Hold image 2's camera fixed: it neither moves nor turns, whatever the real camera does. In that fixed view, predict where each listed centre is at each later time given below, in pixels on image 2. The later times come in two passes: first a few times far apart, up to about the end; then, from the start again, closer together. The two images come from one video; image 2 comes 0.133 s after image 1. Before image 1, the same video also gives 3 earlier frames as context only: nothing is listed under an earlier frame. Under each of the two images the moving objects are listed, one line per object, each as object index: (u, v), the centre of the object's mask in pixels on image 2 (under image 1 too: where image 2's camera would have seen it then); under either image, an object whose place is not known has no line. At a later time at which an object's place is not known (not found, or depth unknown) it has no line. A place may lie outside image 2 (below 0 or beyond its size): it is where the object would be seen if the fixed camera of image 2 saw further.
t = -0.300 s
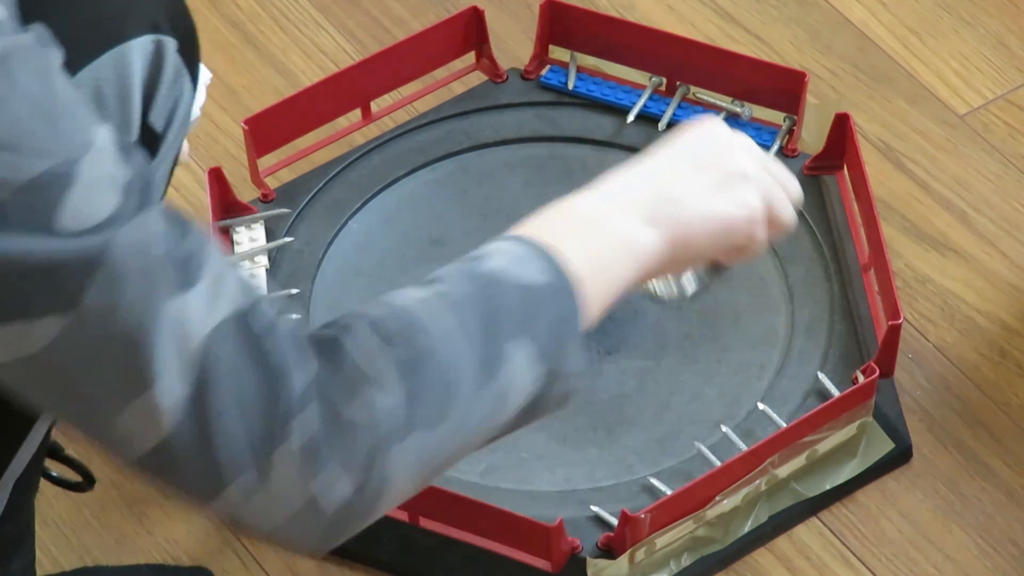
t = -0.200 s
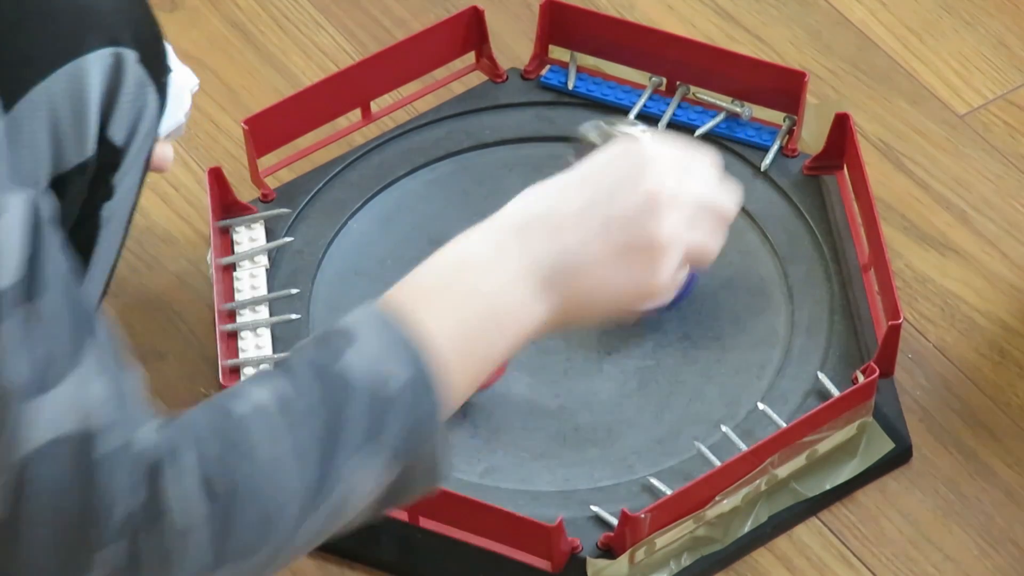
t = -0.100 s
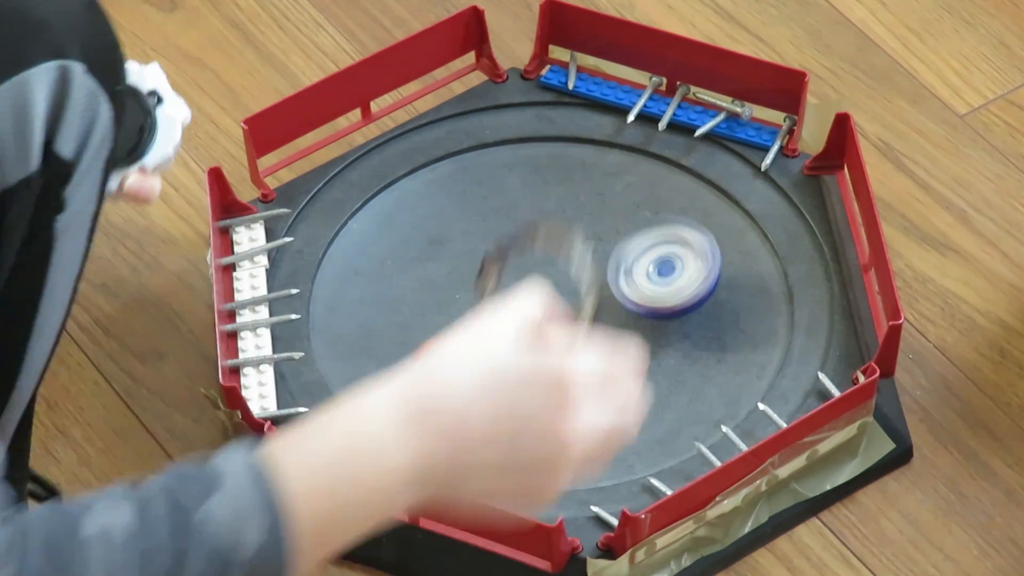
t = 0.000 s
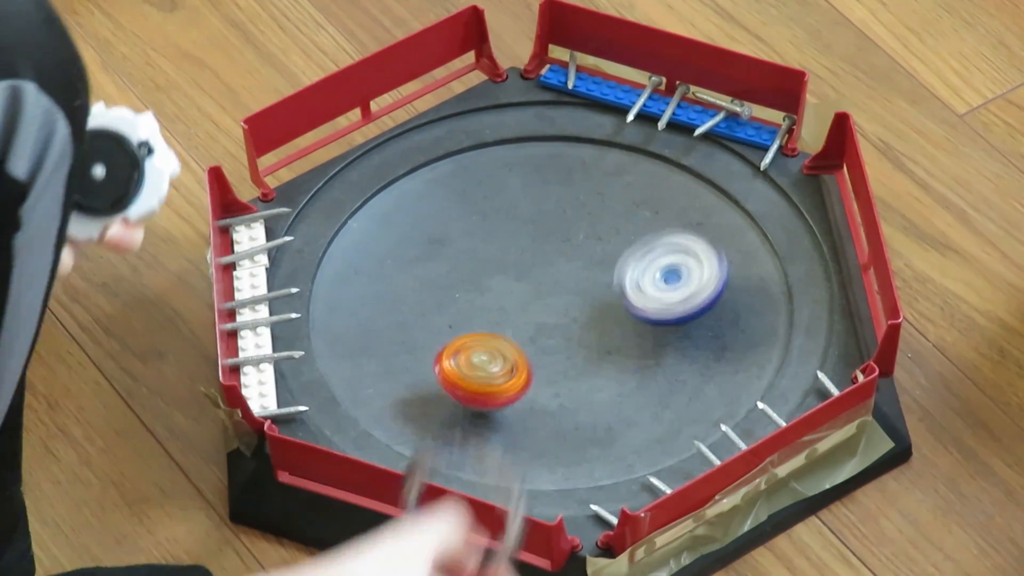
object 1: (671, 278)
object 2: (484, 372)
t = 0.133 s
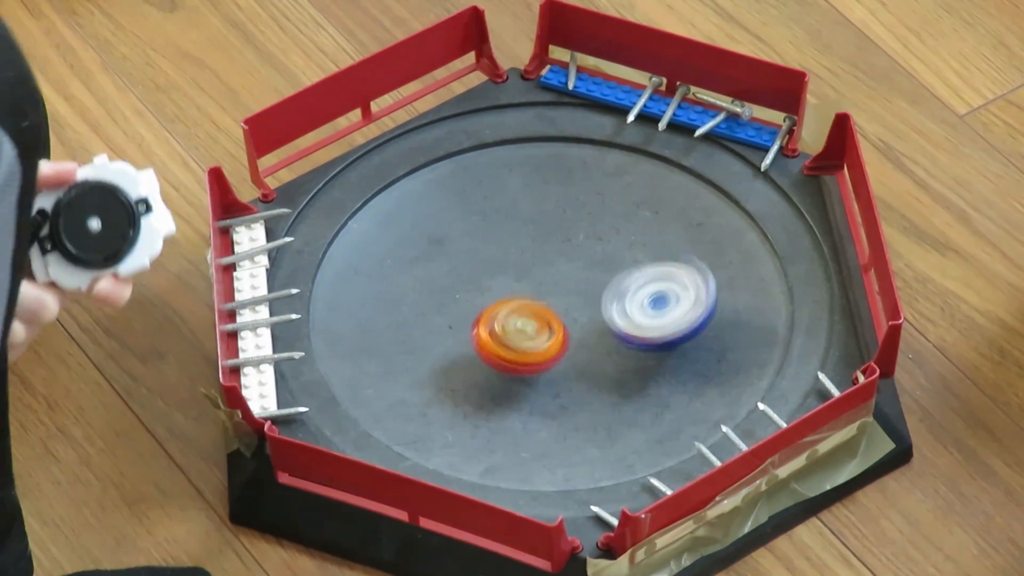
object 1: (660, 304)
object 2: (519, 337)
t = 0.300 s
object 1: (615, 333)
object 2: (513, 264)
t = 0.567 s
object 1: (524, 357)
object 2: (473, 251)
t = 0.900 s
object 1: (442, 343)
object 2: (590, 246)
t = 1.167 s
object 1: (468, 300)
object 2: (594, 258)
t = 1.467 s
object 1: (508, 249)
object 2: (631, 332)
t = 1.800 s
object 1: (576, 253)
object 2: (572, 358)
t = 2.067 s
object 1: (607, 298)
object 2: (483, 352)
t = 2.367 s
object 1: (580, 351)
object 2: (477, 311)
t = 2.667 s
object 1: (513, 353)
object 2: (491, 263)
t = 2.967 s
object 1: (463, 323)
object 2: (549, 268)
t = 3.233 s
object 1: (439, 290)
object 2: (596, 337)
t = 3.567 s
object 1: (497, 277)
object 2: (654, 345)
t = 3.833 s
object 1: (543, 294)
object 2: (629, 348)
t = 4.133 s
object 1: (518, 313)
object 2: (630, 348)
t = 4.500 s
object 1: (505, 314)
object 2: (630, 349)
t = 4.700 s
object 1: (519, 312)
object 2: (630, 348)
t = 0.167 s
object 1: (652, 310)
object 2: (524, 322)
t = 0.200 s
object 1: (645, 317)
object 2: (525, 307)
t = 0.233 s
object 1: (634, 322)
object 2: (523, 292)
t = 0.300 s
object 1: (615, 333)
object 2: (513, 264)
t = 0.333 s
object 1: (603, 338)
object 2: (506, 253)
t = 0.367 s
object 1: (592, 343)
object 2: (498, 243)
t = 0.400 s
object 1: (580, 346)
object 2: (488, 238)
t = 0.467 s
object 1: (558, 354)
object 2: (472, 236)
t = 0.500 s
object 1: (547, 354)
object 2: (470, 239)
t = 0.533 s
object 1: (537, 356)
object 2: (470, 245)
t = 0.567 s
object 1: (524, 357)
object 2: (473, 251)
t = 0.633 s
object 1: (504, 355)
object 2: (484, 267)
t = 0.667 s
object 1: (491, 354)
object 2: (496, 274)
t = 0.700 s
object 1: (480, 355)
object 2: (513, 274)
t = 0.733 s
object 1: (469, 354)
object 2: (530, 269)
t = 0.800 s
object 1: (456, 352)
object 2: (559, 259)
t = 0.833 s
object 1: (449, 351)
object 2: (570, 253)
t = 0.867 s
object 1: (443, 348)
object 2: (580, 249)
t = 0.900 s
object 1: (442, 343)
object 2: (590, 246)
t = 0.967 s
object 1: (438, 335)
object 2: (602, 241)
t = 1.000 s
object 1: (441, 328)
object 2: (603, 240)
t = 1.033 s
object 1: (445, 324)
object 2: (603, 240)
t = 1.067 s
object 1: (447, 319)
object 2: (601, 242)
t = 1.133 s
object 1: (461, 305)
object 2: (595, 251)
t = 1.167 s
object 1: (468, 300)
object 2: (594, 258)
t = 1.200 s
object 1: (473, 293)
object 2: (592, 265)
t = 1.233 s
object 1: (480, 286)
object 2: (591, 274)
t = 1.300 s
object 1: (486, 275)
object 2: (605, 295)
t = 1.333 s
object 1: (487, 267)
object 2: (611, 304)
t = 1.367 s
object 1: (490, 260)
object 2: (618, 311)
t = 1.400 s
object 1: (498, 254)
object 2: (624, 321)
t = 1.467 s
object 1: (508, 249)
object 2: (631, 332)
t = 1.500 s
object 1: (512, 246)
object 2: (630, 339)
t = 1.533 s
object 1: (519, 241)
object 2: (631, 344)
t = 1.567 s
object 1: (527, 240)
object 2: (629, 347)
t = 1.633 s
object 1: (541, 242)
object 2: (618, 353)
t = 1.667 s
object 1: (545, 243)
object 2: (610, 355)
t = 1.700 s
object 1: (553, 243)
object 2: (601, 356)
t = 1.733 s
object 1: (562, 244)
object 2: (591, 358)
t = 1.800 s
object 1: (576, 253)
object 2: (572, 358)
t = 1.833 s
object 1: (581, 258)
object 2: (560, 358)
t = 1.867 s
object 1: (586, 262)
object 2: (547, 357)
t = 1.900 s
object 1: (591, 266)
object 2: (533, 356)
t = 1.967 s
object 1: (602, 277)
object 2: (509, 356)
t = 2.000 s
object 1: (605, 285)
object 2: (500, 356)
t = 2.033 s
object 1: (607, 291)
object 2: (490, 354)
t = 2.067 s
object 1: (607, 298)
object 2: (483, 352)
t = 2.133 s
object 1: (608, 310)
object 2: (473, 347)
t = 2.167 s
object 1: (608, 318)
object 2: (471, 344)
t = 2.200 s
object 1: (606, 325)
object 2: (471, 341)
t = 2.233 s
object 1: (603, 332)
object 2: (470, 337)
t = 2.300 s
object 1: (593, 343)
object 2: (473, 326)
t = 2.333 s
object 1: (587, 346)
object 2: (476, 318)
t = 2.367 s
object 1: (580, 351)
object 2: (477, 311)
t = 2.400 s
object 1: (575, 353)
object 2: (477, 302)
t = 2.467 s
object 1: (562, 358)
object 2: (479, 289)
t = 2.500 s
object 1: (554, 360)
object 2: (478, 282)
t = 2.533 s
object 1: (546, 361)
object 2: (480, 276)
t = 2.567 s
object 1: (537, 360)
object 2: (483, 271)
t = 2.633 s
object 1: (521, 356)
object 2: (486, 264)
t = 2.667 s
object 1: (513, 353)
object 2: (491, 263)
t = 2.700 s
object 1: (507, 349)
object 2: (494, 260)
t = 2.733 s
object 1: (500, 346)
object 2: (500, 261)
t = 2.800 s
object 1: (491, 336)
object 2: (518, 261)
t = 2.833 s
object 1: (482, 333)
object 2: (530, 257)
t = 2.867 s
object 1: (473, 332)
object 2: (540, 255)
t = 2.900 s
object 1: (470, 328)
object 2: (547, 257)
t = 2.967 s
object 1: (463, 323)
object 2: (549, 268)
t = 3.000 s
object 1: (460, 320)
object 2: (545, 276)
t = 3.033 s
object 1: (459, 318)
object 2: (545, 278)
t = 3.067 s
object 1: (460, 313)
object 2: (547, 284)
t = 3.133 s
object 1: (454, 303)
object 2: (553, 297)
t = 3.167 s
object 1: (447, 298)
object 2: (571, 310)
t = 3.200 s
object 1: (442, 293)
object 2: (584, 324)
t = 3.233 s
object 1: (439, 290)
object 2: (596, 337)
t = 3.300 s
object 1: (438, 284)
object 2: (623, 356)
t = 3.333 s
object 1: (440, 284)
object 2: (636, 358)
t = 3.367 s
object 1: (447, 281)
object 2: (646, 356)
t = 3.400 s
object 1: (454, 281)
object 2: (654, 353)
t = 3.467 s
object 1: (474, 279)
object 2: (663, 345)
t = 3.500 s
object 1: (481, 277)
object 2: (661, 343)
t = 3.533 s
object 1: (491, 277)
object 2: (658, 344)
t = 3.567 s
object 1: (497, 277)
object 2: (654, 345)
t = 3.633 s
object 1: (513, 282)
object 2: (643, 349)
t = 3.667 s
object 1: (521, 285)
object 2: (637, 349)
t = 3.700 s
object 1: (528, 290)
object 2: (632, 347)
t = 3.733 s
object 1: (536, 293)
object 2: (627, 346)
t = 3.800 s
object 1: (544, 295)
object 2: (627, 348)
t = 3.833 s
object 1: (543, 294)
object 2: (629, 348)
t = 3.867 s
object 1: (541, 295)
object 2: (630, 348)
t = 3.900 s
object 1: (538, 299)
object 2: (630, 348)
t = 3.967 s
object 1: (534, 304)
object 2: (630, 348)
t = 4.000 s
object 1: (531, 306)
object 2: (630, 349)
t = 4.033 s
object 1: (525, 307)
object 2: (630, 348)
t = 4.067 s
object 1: (522, 309)
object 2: (630, 349)
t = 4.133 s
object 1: (518, 313)
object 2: (630, 348)
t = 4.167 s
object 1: (516, 315)
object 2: (630, 349)
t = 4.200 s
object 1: (510, 314)
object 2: (630, 348)
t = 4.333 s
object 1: (508, 317)
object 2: (630, 349)
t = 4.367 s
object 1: (502, 317)
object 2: (630, 349)
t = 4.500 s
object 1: (505, 314)
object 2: (630, 349)
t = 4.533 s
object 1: (505, 316)
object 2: (630, 349)
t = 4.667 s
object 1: (514, 312)
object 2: (630, 348)
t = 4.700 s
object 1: (519, 312)
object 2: (630, 348)
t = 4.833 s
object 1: (531, 306)
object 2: (630, 348)
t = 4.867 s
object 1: (535, 304)
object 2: (630, 348)
